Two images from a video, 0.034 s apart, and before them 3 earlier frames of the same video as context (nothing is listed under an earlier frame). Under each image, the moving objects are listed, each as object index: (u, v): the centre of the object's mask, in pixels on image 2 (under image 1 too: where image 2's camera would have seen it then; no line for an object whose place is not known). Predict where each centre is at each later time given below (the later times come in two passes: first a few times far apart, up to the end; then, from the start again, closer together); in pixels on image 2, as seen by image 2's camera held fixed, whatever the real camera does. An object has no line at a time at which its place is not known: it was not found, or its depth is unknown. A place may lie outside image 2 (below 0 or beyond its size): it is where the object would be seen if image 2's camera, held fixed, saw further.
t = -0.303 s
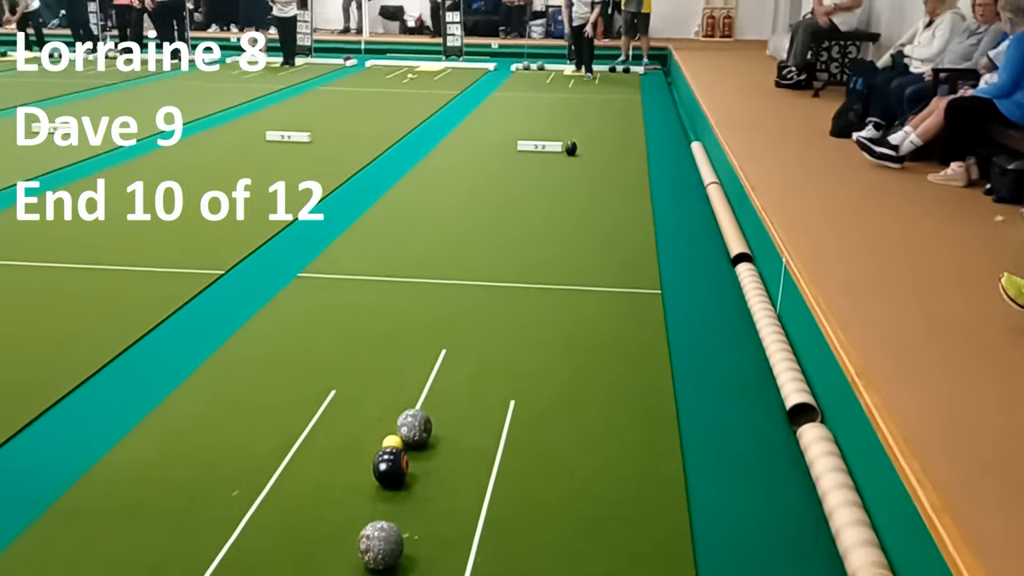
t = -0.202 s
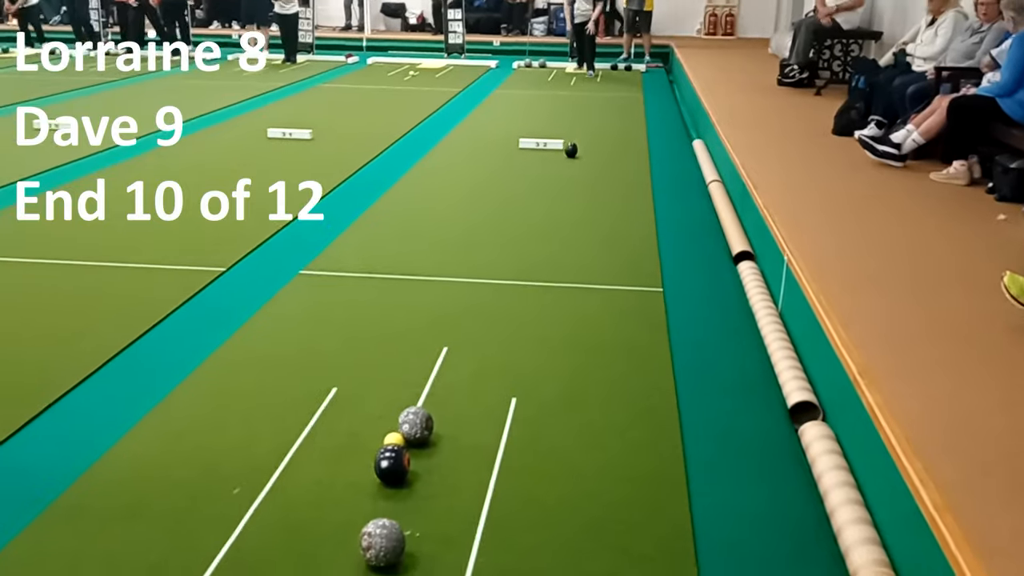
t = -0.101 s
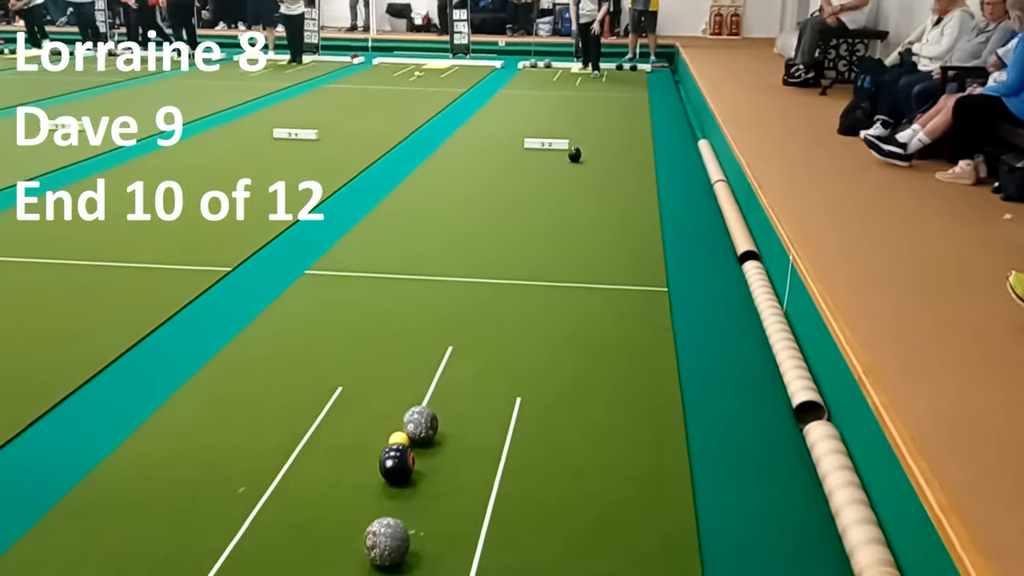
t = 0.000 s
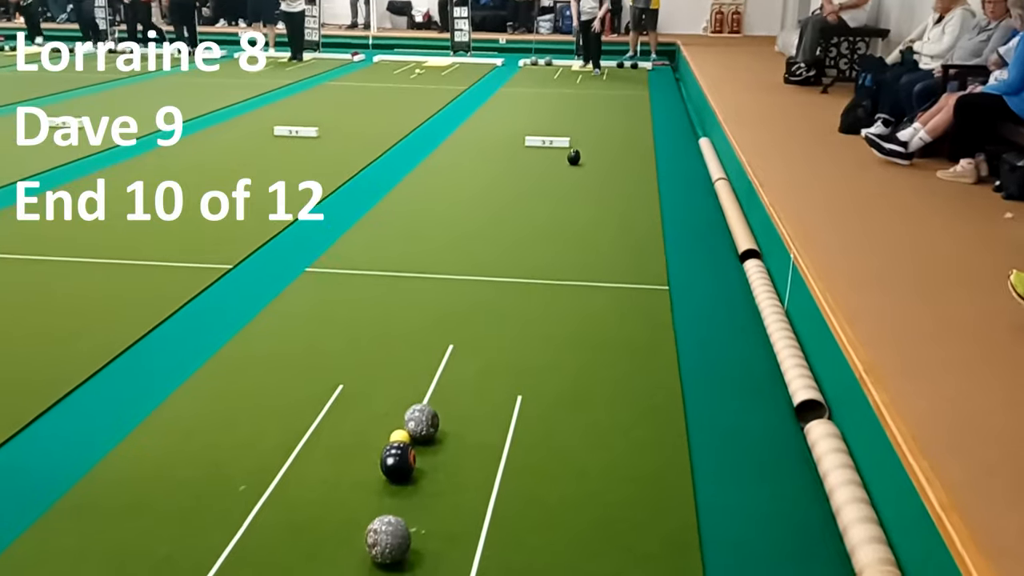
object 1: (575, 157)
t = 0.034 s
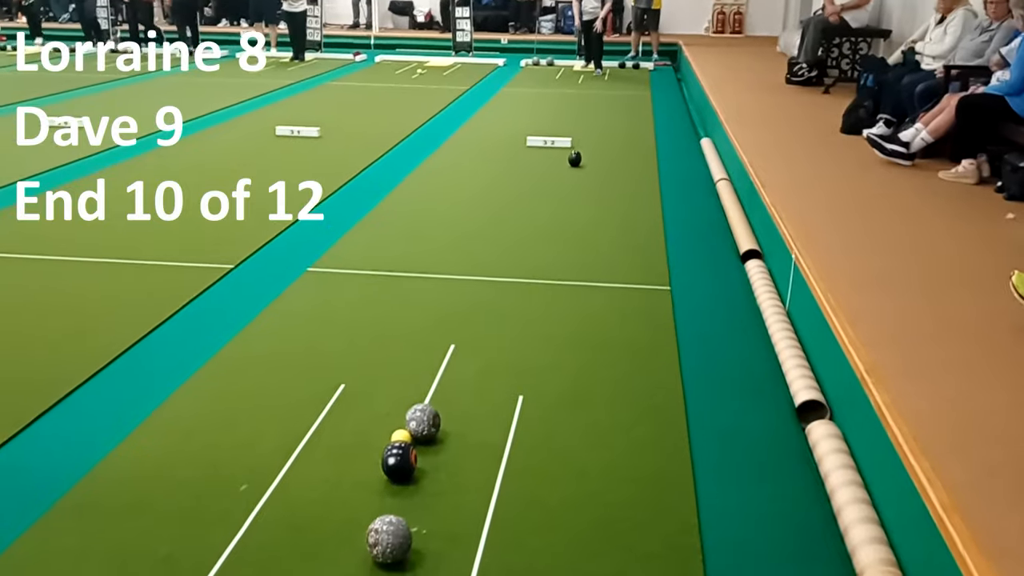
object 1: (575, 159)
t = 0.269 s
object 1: (570, 170)
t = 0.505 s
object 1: (565, 182)
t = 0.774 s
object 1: (557, 196)
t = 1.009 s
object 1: (550, 210)
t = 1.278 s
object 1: (539, 228)
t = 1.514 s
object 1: (529, 244)
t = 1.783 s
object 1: (515, 263)
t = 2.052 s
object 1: (498, 285)
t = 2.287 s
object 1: (482, 305)
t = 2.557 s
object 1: (462, 329)
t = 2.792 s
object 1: (442, 351)
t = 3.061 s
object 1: (416, 378)
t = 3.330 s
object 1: (388, 406)
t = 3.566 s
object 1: (361, 432)
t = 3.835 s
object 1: (330, 461)
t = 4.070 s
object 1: (301, 487)
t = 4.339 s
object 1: (267, 516)
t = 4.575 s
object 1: (237, 539)
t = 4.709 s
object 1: (220, 553)
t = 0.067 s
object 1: (574, 160)
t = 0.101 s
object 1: (573, 162)
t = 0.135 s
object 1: (573, 163)
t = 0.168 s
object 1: (572, 165)
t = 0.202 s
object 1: (571, 167)
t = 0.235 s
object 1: (571, 168)
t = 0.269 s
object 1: (570, 170)
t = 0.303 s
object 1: (569, 171)
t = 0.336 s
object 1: (568, 173)
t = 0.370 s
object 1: (568, 175)
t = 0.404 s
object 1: (567, 177)
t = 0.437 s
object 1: (566, 178)
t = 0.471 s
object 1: (565, 180)
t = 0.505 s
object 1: (565, 182)
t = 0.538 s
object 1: (564, 183)
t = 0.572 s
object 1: (563, 185)
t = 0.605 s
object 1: (562, 187)
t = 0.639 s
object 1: (561, 189)
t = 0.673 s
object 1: (560, 191)
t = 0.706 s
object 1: (559, 193)
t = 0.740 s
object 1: (558, 195)
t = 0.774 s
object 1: (557, 196)
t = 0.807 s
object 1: (556, 199)
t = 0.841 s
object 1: (555, 200)
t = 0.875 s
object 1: (554, 202)
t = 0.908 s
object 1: (553, 204)
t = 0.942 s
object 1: (552, 206)
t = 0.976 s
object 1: (551, 208)
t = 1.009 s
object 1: (550, 210)
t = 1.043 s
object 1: (549, 213)
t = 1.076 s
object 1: (547, 215)
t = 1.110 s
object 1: (546, 217)
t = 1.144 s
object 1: (545, 219)
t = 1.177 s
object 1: (543, 221)
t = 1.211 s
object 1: (542, 223)
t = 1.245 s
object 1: (541, 226)
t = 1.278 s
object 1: (539, 228)
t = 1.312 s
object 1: (538, 230)
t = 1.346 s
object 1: (536, 232)
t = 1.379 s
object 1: (535, 235)
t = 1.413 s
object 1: (533, 237)
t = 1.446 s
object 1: (532, 239)
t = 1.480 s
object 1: (530, 241)
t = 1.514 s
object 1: (529, 244)
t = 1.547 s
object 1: (527, 246)
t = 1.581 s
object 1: (525, 249)
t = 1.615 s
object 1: (524, 251)
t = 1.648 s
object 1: (522, 253)
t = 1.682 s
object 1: (520, 256)
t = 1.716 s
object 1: (518, 258)
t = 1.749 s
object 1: (517, 261)
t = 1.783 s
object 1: (515, 263)
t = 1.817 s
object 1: (513, 266)
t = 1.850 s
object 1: (511, 268)
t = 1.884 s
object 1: (509, 271)
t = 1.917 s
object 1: (507, 274)
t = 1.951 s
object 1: (505, 277)
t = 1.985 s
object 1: (503, 279)
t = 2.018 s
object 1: (500, 282)
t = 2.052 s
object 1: (498, 285)
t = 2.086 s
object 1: (496, 287)
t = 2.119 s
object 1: (494, 290)
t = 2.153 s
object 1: (492, 293)
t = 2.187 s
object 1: (489, 296)
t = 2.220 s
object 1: (487, 299)
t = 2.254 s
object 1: (485, 302)
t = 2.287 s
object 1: (482, 305)
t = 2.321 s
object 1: (480, 308)
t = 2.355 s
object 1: (477, 310)
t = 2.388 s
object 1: (475, 313)
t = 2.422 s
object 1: (472, 316)
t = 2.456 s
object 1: (470, 319)
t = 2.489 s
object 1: (467, 322)
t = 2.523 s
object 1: (464, 325)
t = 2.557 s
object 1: (462, 329)
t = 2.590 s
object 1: (459, 331)
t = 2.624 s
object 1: (456, 334)
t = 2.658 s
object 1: (454, 338)
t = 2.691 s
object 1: (450, 341)
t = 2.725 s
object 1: (447, 344)
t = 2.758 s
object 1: (445, 348)
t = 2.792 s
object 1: (442, 351)
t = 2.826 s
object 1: (438, 354)
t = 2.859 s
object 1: (435, 357)
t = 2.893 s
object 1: (432, 361)
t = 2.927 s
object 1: (429, 364)
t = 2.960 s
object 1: (426, 368)
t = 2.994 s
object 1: (423, 371)
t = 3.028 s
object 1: (420, 375)
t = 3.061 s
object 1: (416, 378)
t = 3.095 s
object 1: (413, 382)
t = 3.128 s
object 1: (409, 385)
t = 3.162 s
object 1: (405, 388)
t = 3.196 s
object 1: (402, 392)
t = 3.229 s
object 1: (398, 395)
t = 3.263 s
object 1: (395, 399)
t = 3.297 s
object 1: (391, 403)
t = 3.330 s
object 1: (388, 406)
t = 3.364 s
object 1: (384, 410)
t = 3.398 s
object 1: (380, 413)
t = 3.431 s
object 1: (376, 417)
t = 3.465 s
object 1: (372, 421)
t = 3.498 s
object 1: (369, 424)
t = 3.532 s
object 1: (365, 428)
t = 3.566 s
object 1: (361, 432)
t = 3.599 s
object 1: (357, 435)
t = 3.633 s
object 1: (354, 439)
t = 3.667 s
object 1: (350, 442)
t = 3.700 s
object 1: (346, 446)
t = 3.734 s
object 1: (342, 450)
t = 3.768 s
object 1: (338, 454)
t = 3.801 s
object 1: (334, 457)
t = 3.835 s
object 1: (330, 461)
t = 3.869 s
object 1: (326, 465)
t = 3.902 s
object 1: (322, 469)
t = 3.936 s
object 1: (318, 472)
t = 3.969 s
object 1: (314, 476)
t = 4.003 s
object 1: (310, 480)
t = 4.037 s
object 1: (306, 483)
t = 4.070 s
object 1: (301, 487)
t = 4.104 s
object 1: (297, 491)
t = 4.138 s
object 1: (293, 494)
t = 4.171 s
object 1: (289, 497)
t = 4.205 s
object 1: (284, 501)
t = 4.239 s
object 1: (280, 505)
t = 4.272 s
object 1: (276, 508)
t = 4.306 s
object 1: (272, 512)
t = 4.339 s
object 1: (267, 516)
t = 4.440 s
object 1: (254, 526)
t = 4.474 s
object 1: (250, 529)
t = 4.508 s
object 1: (246, 532)
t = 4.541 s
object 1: (241, 536)
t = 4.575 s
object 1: (237, 539)
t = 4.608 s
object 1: (233, 543)
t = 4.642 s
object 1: (228, 546)
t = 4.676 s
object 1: (224, 549)
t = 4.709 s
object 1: (220, 553)
